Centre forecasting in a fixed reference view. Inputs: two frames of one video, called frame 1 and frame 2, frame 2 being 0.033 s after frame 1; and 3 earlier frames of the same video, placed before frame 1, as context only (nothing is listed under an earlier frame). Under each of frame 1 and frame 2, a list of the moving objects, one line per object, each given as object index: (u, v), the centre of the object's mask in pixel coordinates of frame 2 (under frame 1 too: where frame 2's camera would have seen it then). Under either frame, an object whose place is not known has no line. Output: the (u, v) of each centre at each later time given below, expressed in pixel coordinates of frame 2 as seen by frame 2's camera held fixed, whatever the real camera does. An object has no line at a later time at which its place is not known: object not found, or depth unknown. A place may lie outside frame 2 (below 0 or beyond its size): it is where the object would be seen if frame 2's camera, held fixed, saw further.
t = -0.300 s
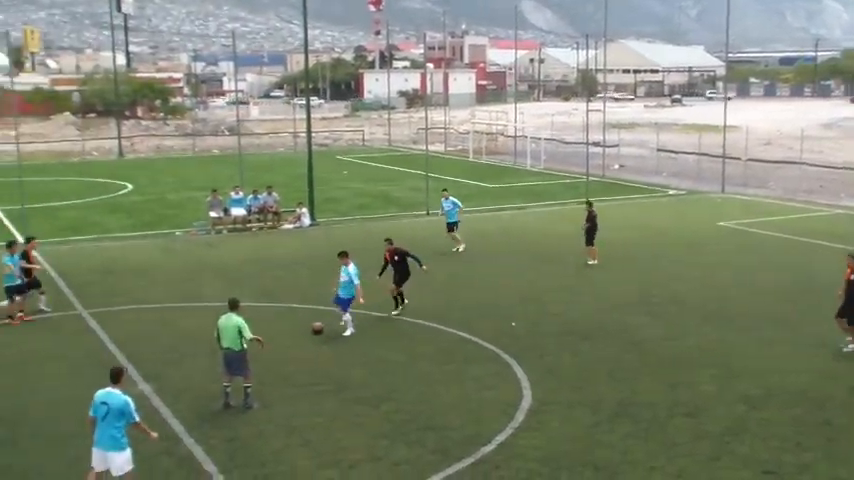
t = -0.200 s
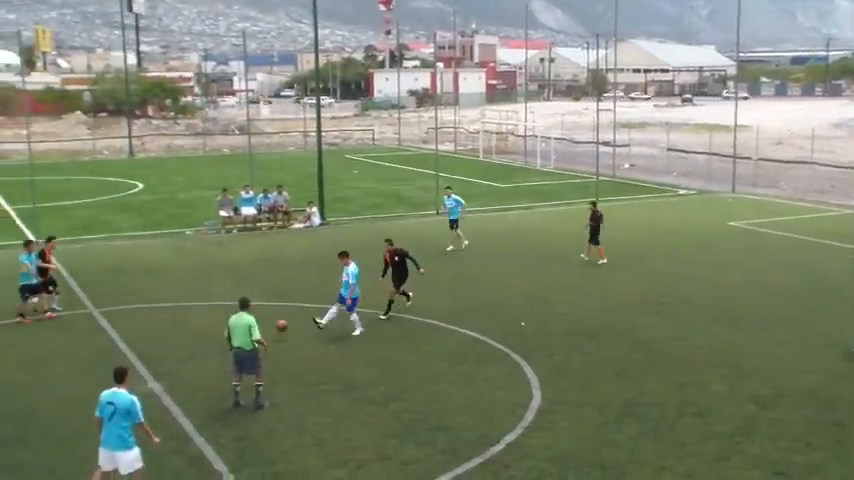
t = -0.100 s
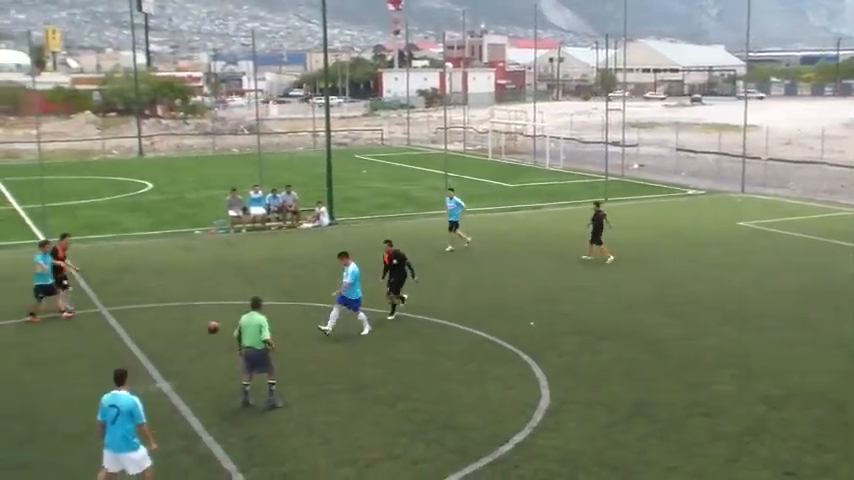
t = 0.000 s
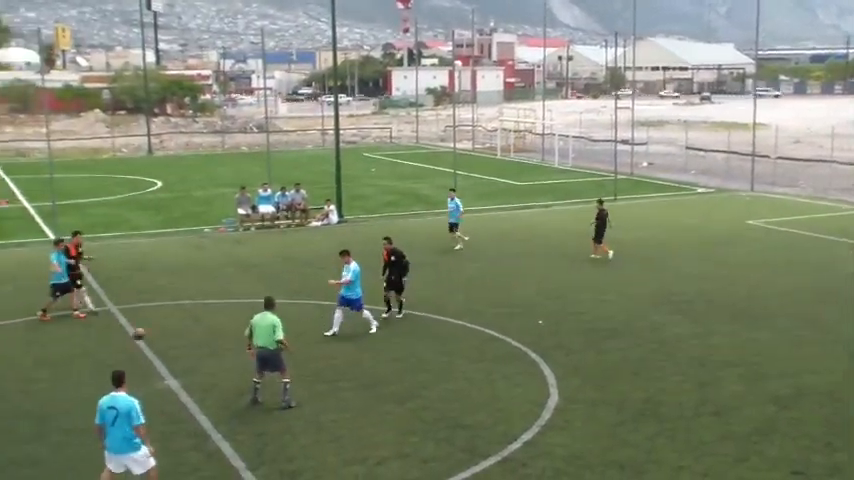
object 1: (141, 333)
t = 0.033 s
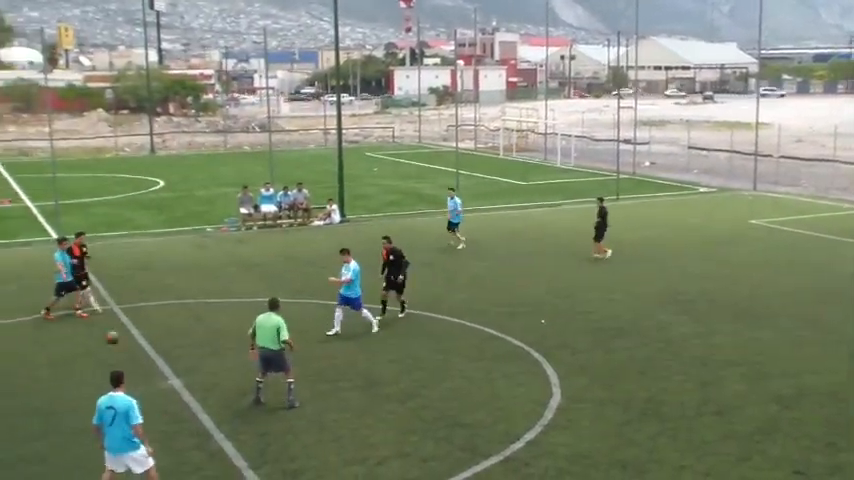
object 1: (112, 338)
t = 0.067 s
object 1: (83, 343)
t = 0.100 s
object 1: (52, 349)
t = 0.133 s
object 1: (21, 356)
